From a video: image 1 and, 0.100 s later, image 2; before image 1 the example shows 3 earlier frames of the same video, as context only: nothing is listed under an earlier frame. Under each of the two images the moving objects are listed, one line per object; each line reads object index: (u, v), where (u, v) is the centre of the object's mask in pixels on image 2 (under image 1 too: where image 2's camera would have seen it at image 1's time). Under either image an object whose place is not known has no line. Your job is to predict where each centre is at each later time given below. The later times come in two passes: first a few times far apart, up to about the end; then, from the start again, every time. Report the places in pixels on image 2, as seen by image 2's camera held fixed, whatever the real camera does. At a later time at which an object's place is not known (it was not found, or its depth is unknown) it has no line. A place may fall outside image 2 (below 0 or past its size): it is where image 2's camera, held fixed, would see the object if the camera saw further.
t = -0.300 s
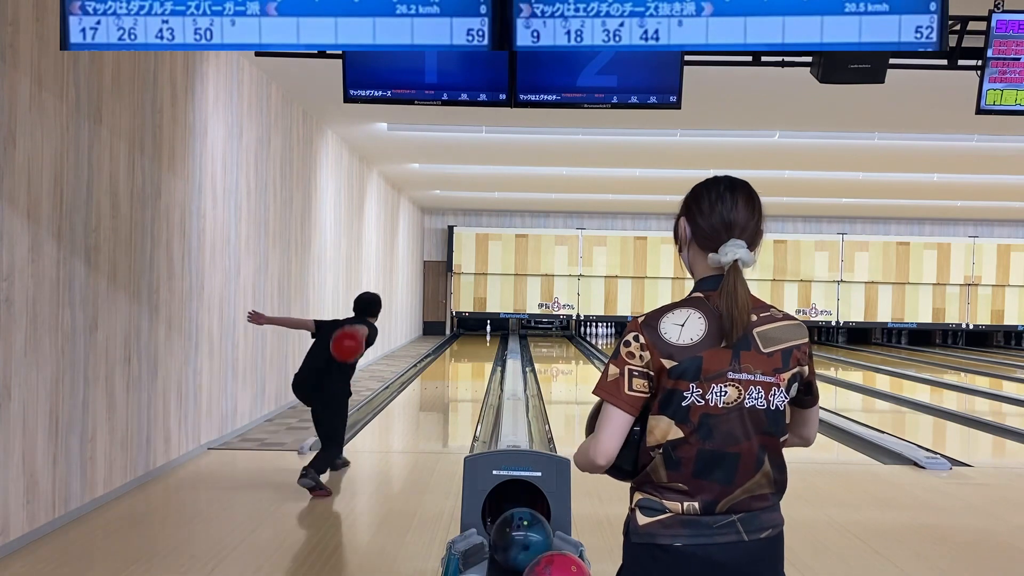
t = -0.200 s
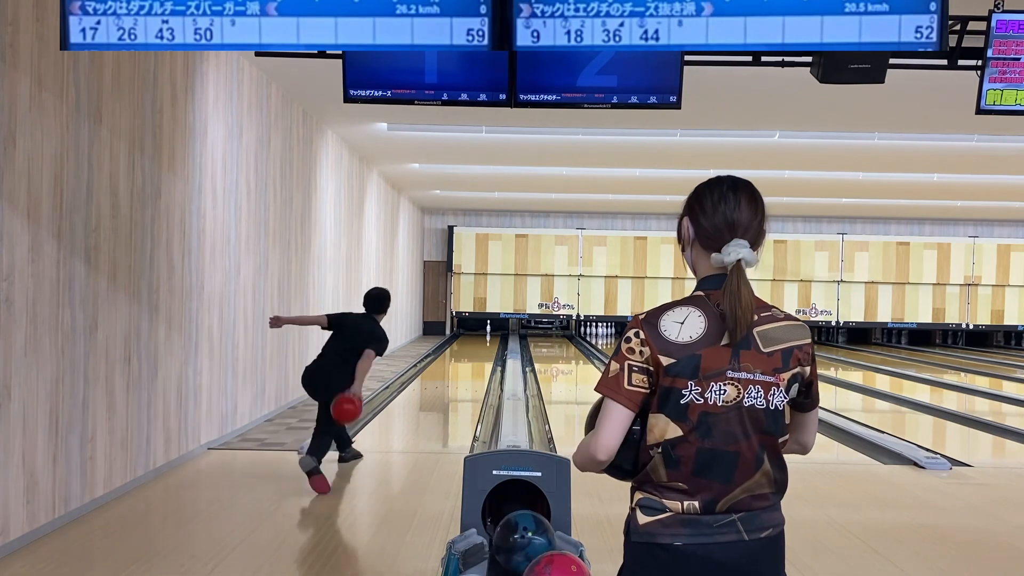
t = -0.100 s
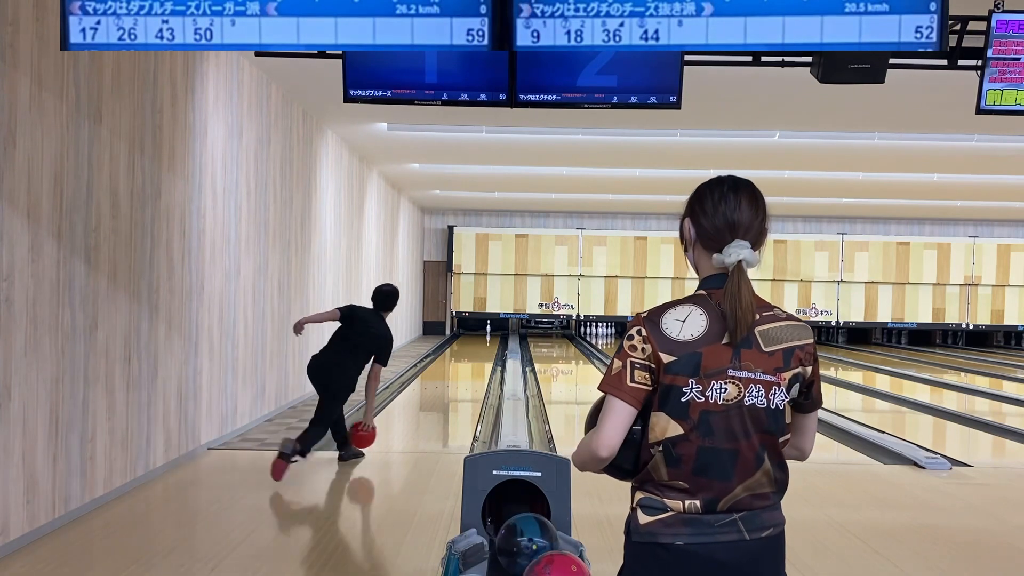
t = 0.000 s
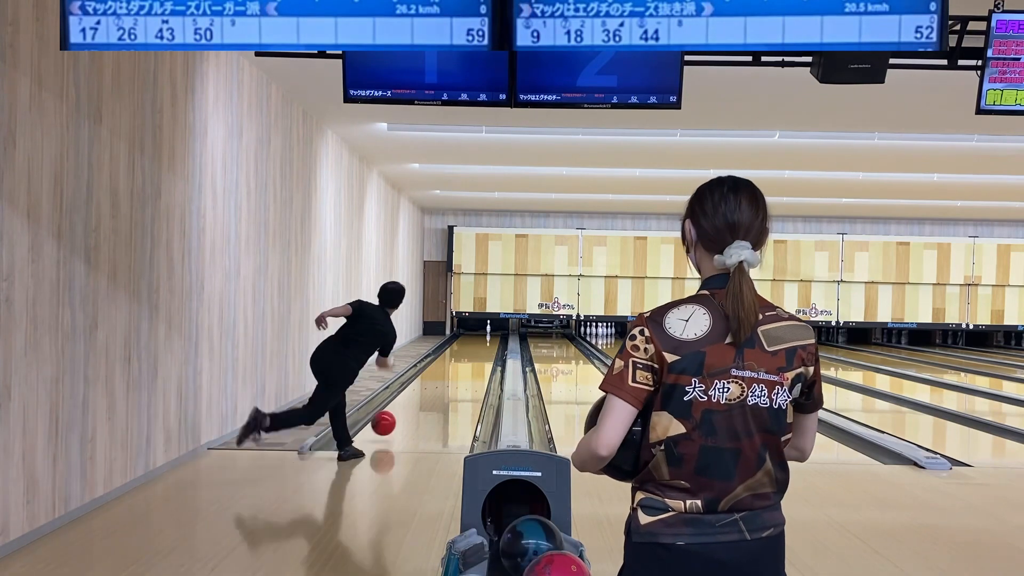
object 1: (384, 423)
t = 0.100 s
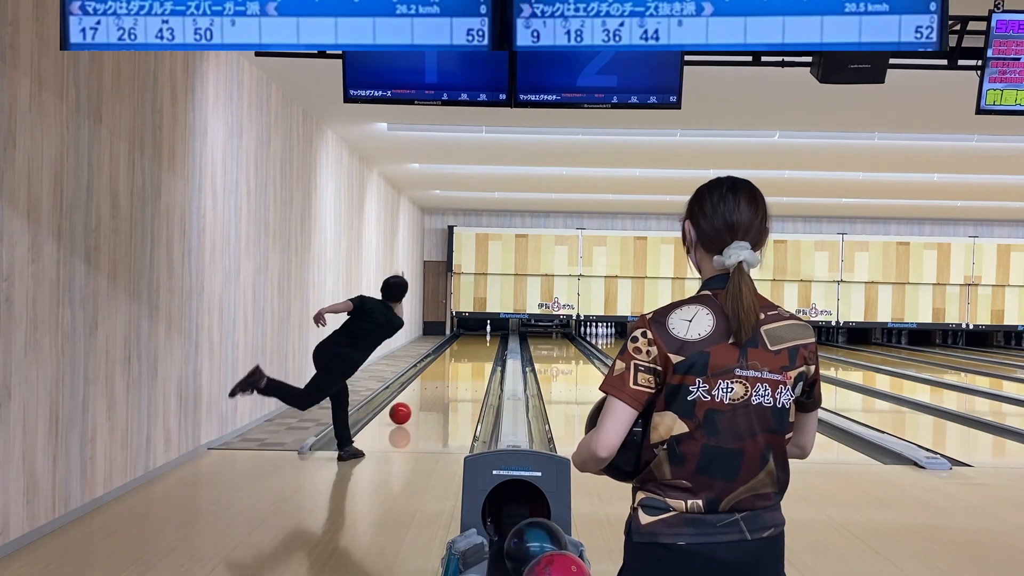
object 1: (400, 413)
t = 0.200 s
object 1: (414, 402)
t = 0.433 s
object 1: (437, 382)
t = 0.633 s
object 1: (451, 369)
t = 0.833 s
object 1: (462, 359)
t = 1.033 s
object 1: (469, 352)
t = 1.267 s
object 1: (476, 345)
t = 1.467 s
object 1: (481, 340)
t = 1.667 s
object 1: (484, 337)
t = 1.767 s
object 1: (485, 335)
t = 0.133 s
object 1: (405, 409)
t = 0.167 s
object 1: (409, 406)
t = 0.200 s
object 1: (414, 402)
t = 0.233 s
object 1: (417, 399)
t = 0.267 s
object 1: (421, 396)
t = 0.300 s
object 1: (425, 393)
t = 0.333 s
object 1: (428, 390)
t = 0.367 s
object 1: (431, 387)
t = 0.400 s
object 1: (434, 384)
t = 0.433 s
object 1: (437, 382)
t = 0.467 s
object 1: (439, 379)
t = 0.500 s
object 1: (442, 377)
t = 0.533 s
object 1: (444, 375)
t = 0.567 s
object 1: (447, 373)
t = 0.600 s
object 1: (449, 370)
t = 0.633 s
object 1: (451, 369)
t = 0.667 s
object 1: (453, 367)
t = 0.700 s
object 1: (455, 366)
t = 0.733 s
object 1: (456, 364)
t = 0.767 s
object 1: (458, 362)
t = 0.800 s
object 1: (460, 361)
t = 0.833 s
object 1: (462, 359)
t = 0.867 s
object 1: (463, 358)
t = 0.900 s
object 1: (464, 357)
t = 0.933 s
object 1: (466, 356)
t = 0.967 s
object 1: (467, 355)
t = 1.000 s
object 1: (468, 353)
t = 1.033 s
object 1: (469, 352)
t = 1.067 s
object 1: (471, 351)
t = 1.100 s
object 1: (472, 350)
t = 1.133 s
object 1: (473, 349)
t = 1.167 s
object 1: (474, 348)
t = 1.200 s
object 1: (475, 347)
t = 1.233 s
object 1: (476, 346)
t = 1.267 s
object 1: (476, 345)
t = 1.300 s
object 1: (477, 344)
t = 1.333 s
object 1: (478, 343)
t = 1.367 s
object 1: (479, 343)
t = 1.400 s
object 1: (479, 342)
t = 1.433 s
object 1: (481, 341)
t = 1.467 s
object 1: (481, 340)
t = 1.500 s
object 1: (482, 340)
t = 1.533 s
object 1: (482, 339)
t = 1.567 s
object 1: (482, 338)
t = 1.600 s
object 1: (483, 338)
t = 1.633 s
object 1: (483, 337)
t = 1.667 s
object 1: (484, 337)
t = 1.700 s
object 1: (484, 336)
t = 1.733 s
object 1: (485, 335)
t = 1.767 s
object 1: (485, 335)
